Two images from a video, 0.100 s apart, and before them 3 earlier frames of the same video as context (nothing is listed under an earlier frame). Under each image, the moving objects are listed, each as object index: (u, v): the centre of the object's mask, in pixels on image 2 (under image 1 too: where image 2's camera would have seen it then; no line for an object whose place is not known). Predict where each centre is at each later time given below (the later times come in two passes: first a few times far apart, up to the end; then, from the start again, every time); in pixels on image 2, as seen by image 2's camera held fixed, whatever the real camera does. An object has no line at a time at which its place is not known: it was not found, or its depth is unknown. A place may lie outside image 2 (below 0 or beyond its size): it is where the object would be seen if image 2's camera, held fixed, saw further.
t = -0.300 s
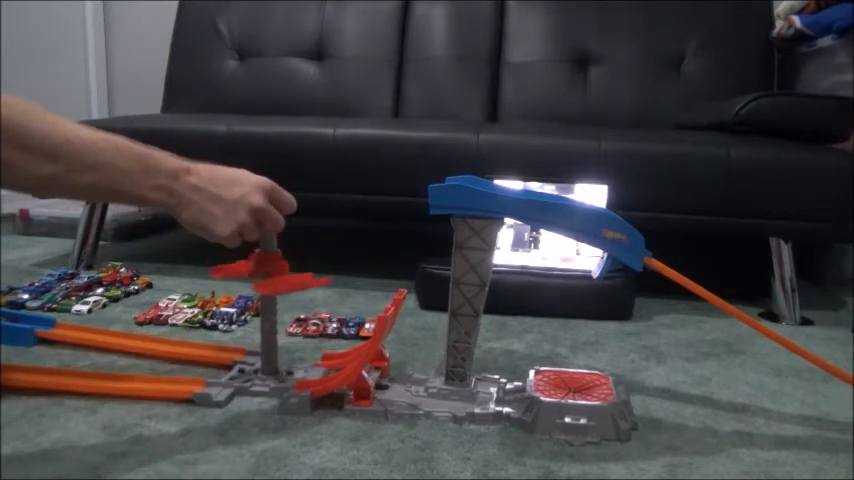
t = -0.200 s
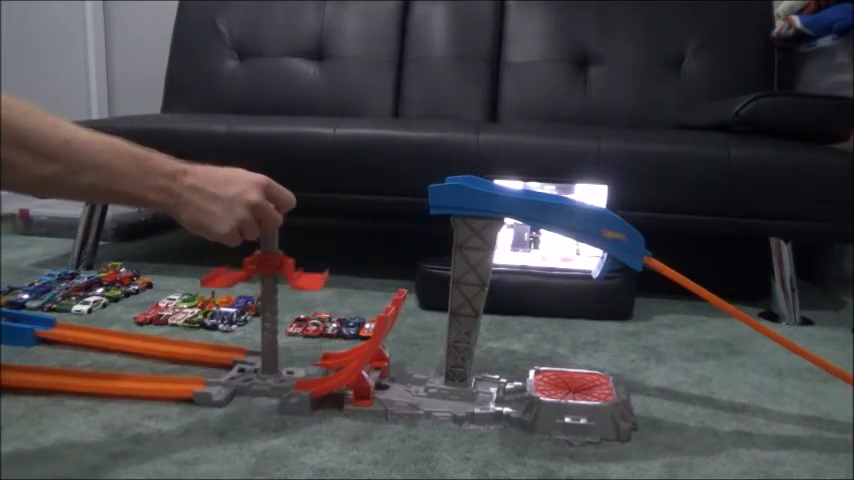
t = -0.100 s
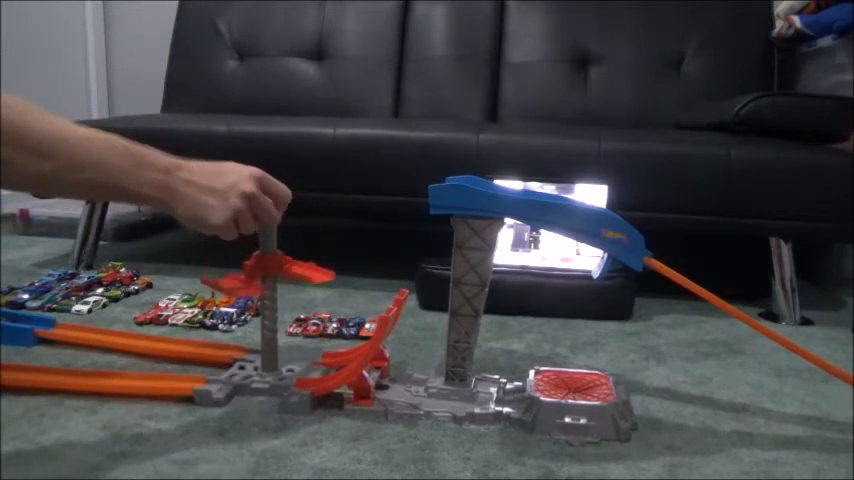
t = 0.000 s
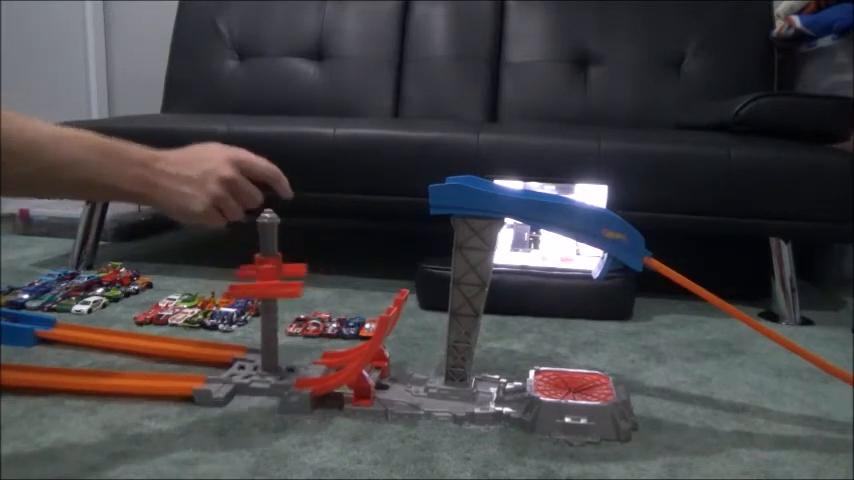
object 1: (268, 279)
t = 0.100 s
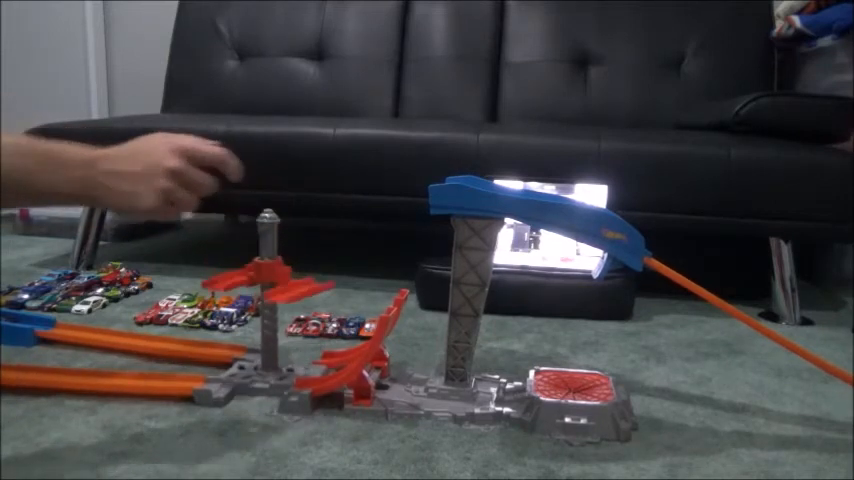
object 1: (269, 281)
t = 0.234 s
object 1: (268, 284)
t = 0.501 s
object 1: (268, 294)
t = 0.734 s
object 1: (267, 304)
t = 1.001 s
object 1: (266, 318)
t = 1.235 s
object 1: (269, 330)
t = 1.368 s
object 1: (271, 332)
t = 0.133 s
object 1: (268, 280)
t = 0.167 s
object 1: (268, 280)
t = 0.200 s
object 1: (268, 282)
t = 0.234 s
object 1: (268, 284)
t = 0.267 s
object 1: (268, 286)
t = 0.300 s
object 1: (269, 289)
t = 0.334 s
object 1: (269, 290)
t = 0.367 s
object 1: (269, 290)
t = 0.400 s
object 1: (267, 289)
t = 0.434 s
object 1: (266, 289)
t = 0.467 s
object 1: (269, 291)
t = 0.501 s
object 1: (268, 294)
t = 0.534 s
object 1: (265, 297)
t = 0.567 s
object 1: (266, 300)
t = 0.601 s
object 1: (268, 301)
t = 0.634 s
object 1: (268, 301)
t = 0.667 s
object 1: (267, 300)
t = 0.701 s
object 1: (268, 301)
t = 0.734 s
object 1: (267, 304)
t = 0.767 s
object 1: (268, 307)
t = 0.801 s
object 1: (268, 310)
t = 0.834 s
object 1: (269, 311)
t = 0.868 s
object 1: (269, 312)
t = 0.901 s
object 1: (268, 311)
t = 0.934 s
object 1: (267, 312)
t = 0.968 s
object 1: (268, 314)
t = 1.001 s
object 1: (266, 318)
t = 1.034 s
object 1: (269, 321)
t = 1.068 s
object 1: (270, 323)
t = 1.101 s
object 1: (269, 323)
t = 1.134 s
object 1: (268, 322)
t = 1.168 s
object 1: (269, 324)
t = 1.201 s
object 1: (269, 327)
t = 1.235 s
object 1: (269, 330)
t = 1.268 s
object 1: (270, 332)
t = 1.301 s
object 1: (270, 332)
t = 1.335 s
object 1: (267, 331)
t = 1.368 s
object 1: (271, 332)
